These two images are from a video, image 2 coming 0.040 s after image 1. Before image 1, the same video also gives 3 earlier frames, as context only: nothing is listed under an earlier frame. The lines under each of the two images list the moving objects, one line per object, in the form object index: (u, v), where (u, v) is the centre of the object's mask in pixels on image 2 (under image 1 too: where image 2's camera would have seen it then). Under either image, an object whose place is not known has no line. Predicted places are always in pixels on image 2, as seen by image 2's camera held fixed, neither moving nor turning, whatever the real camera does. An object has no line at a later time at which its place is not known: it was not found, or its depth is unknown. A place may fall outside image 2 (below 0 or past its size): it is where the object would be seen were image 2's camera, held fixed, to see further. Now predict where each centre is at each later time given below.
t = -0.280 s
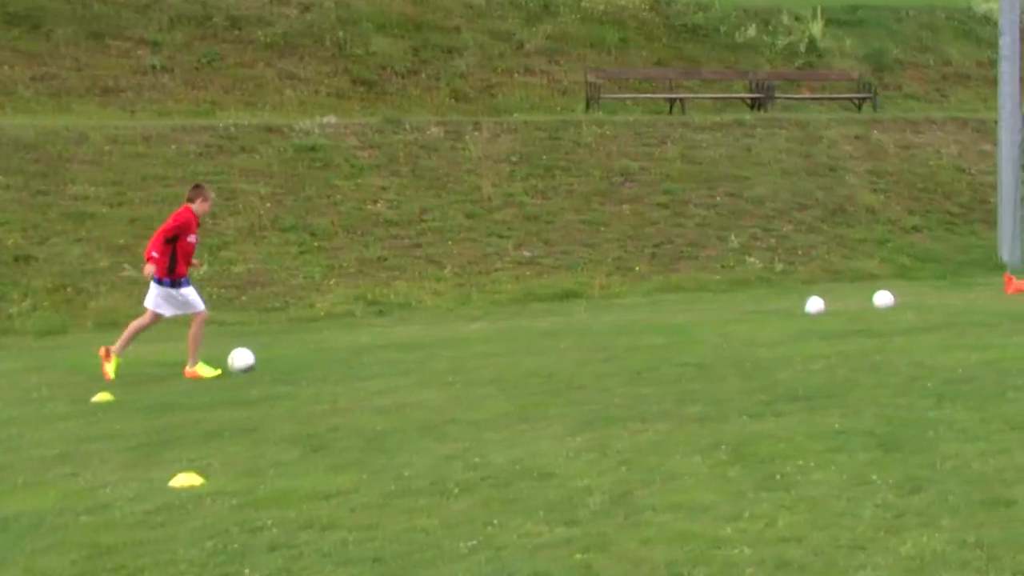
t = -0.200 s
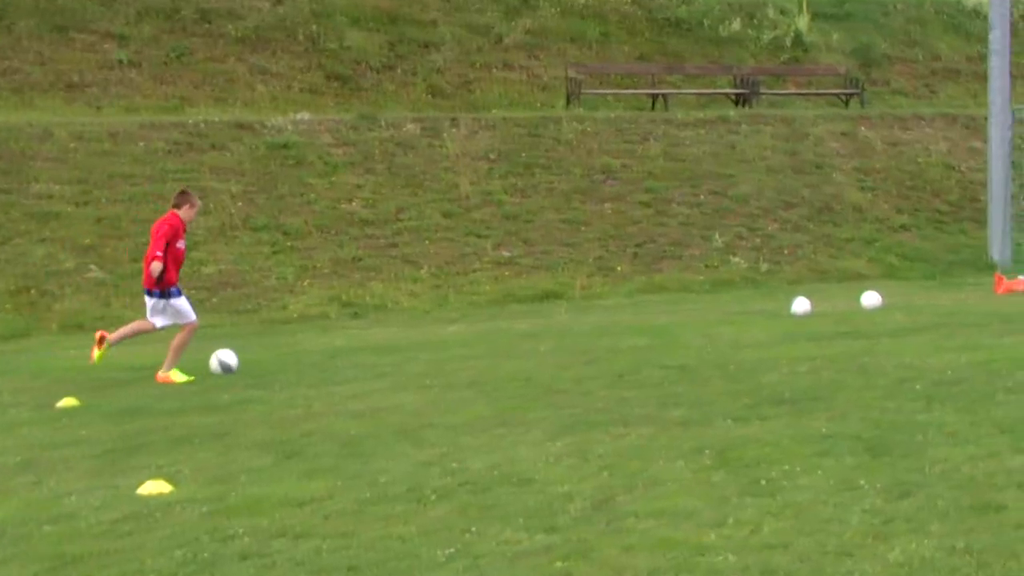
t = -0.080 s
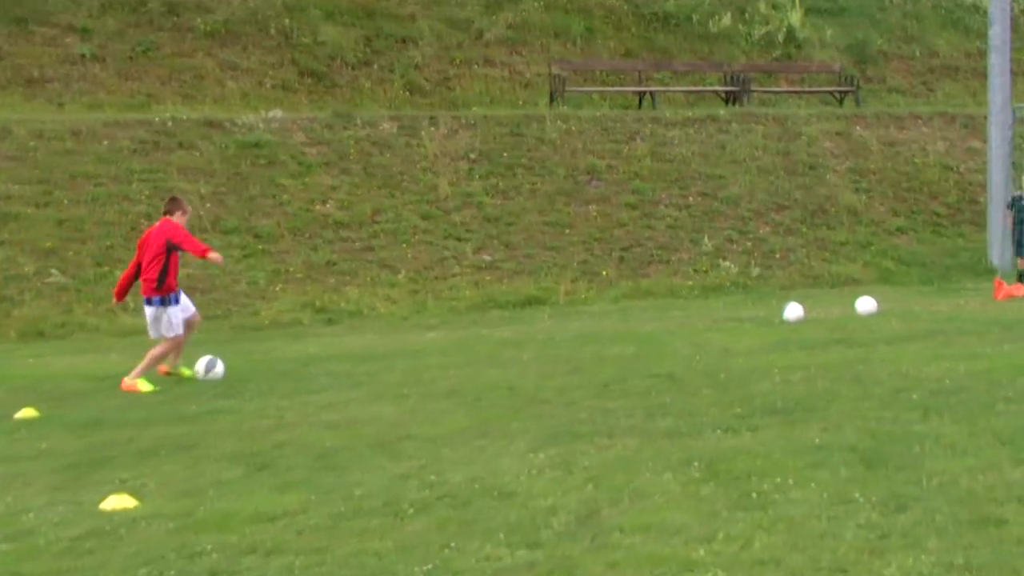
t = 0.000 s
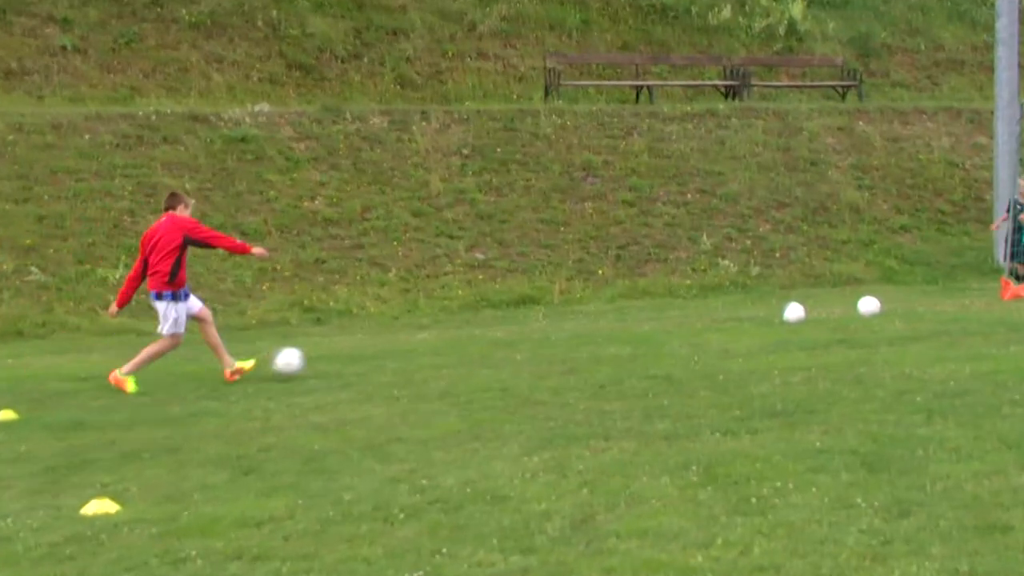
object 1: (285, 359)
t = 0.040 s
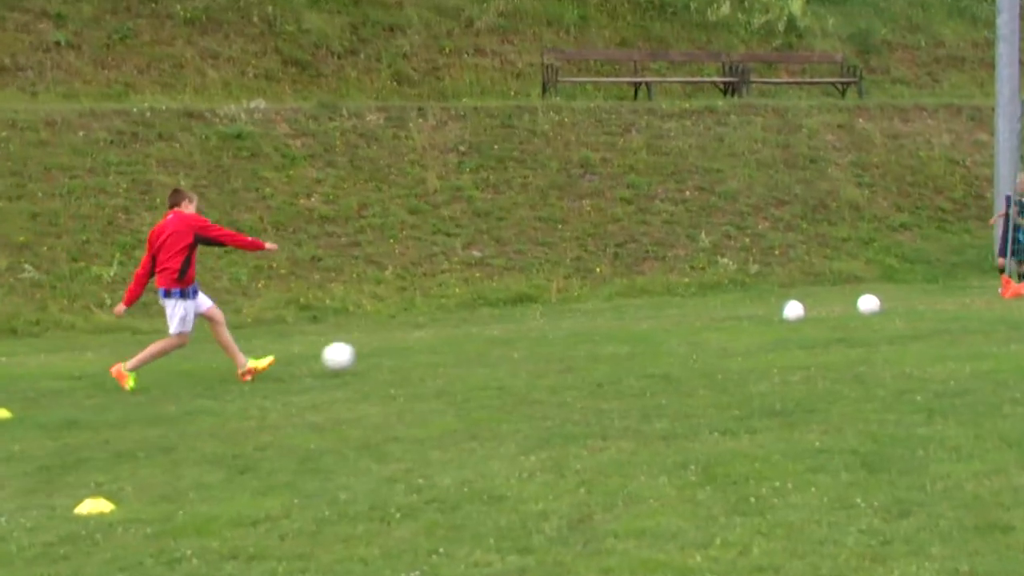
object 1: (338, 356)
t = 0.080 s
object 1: (394, 355)
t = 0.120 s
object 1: (450, 357)
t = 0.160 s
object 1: (506, 360)
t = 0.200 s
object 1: (559, 359)
